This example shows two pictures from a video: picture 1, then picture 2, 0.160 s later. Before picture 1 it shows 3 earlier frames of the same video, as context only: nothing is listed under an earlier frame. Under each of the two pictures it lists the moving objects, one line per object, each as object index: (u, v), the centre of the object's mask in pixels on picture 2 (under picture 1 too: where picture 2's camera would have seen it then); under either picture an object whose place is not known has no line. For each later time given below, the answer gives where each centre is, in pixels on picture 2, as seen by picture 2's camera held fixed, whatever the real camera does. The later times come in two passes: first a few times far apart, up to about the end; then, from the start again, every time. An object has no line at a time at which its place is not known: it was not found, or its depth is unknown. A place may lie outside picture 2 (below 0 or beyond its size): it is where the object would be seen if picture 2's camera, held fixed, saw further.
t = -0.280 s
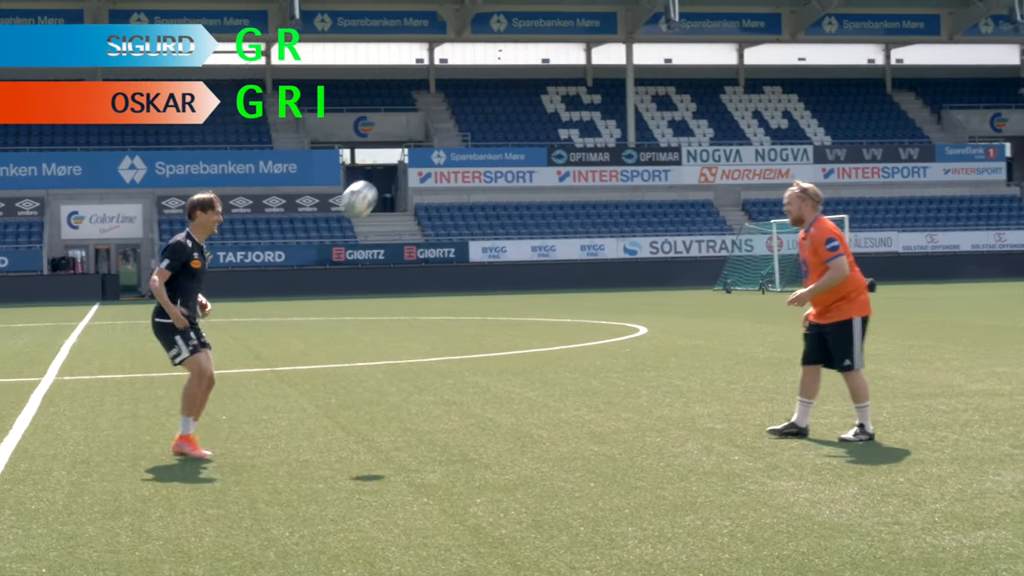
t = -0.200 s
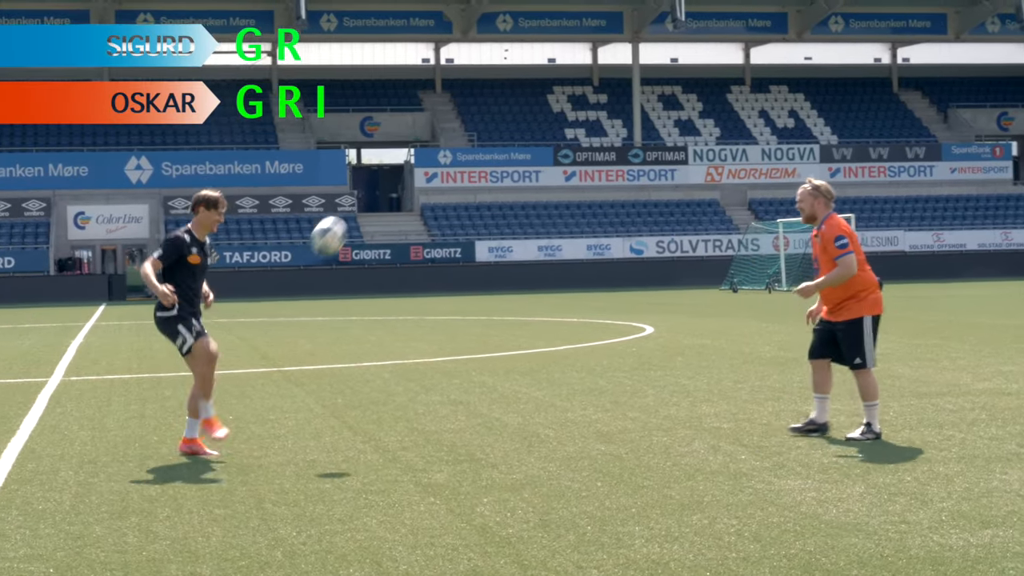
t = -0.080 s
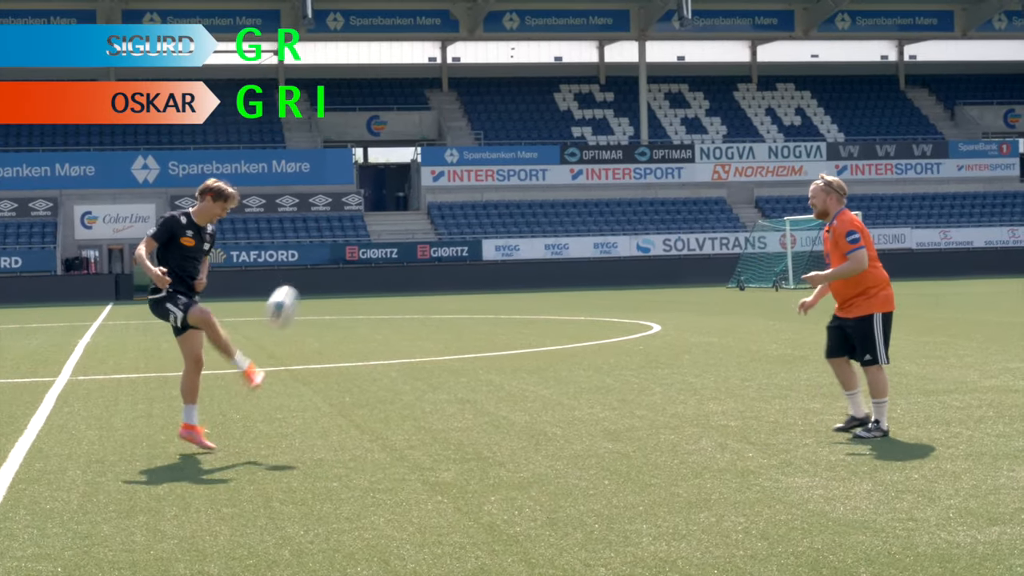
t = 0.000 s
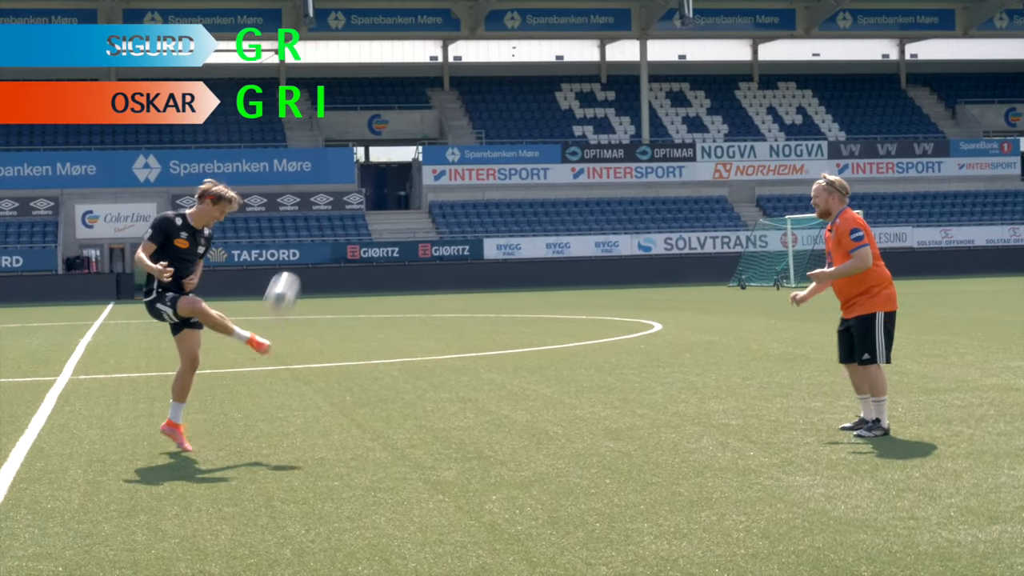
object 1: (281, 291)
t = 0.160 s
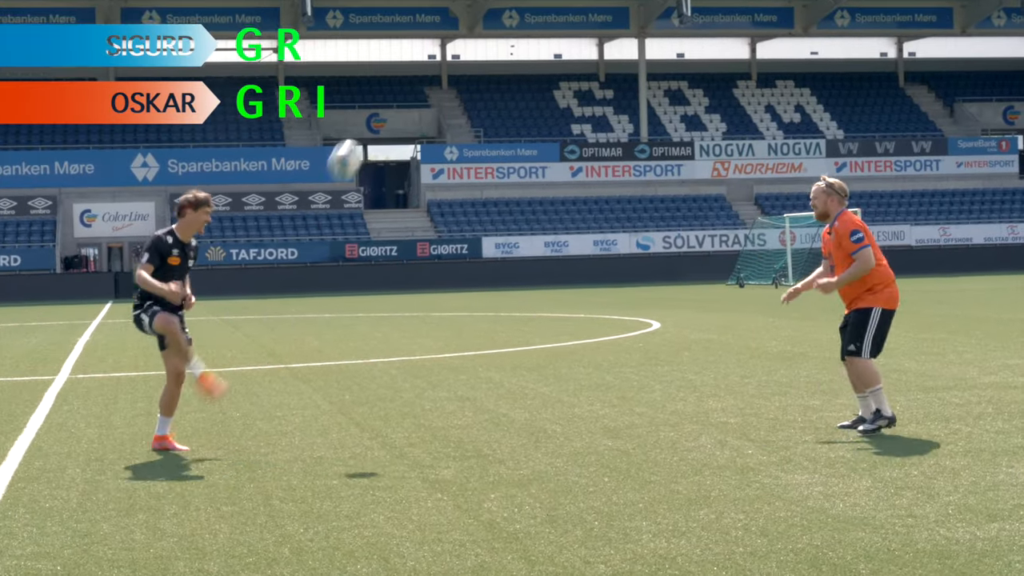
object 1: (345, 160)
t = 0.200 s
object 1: (362, 131)
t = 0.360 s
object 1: (428, 48)
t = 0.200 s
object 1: (362, 131)
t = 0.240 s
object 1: (378, 109)
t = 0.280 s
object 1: (394, 86)
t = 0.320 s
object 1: (409, 70)
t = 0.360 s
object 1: (428, 48)
